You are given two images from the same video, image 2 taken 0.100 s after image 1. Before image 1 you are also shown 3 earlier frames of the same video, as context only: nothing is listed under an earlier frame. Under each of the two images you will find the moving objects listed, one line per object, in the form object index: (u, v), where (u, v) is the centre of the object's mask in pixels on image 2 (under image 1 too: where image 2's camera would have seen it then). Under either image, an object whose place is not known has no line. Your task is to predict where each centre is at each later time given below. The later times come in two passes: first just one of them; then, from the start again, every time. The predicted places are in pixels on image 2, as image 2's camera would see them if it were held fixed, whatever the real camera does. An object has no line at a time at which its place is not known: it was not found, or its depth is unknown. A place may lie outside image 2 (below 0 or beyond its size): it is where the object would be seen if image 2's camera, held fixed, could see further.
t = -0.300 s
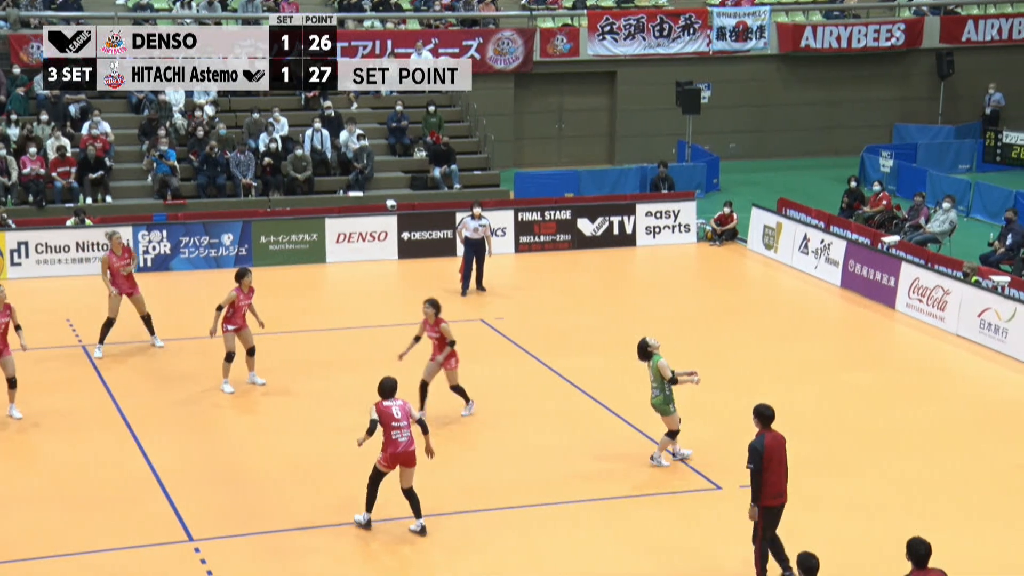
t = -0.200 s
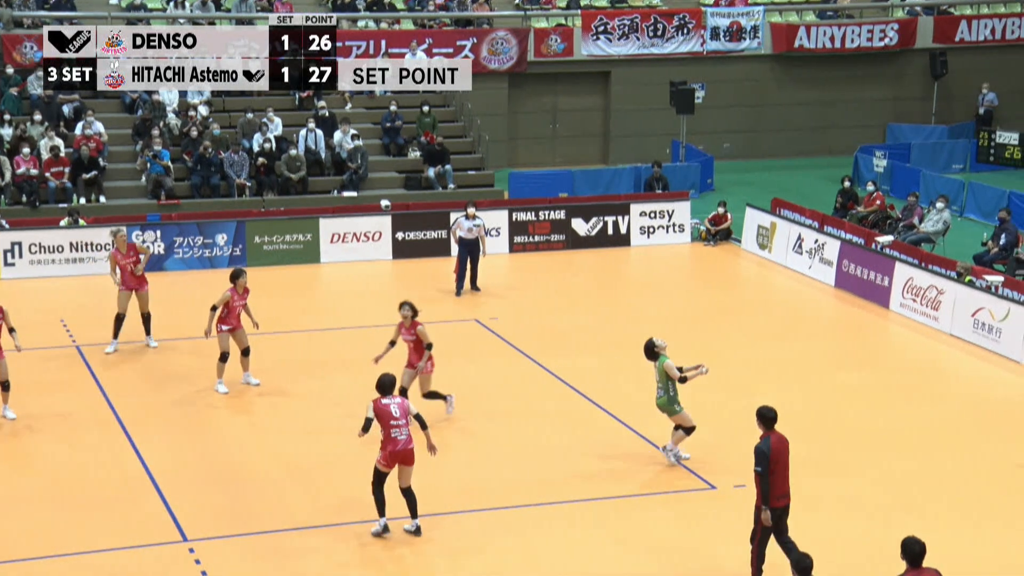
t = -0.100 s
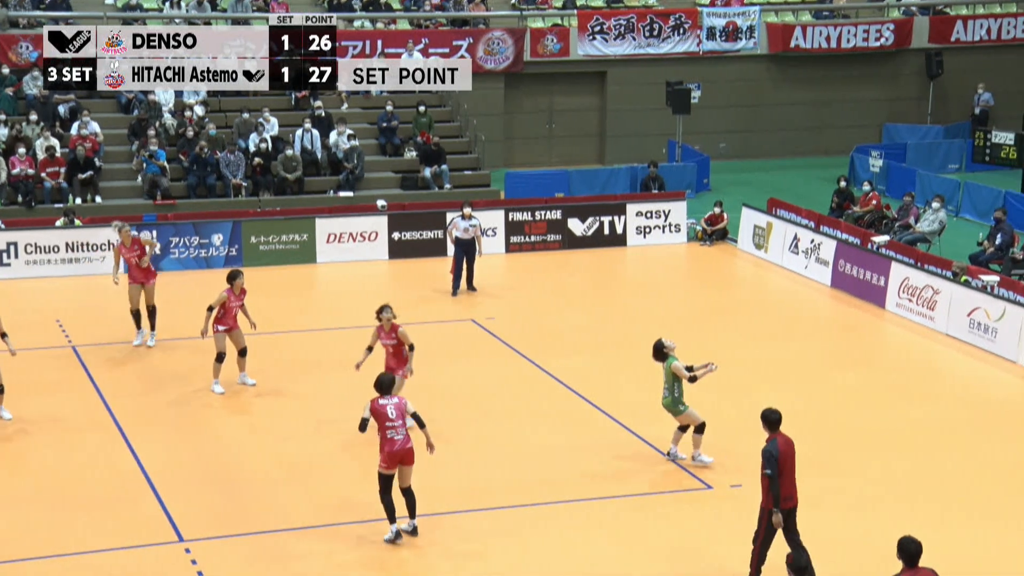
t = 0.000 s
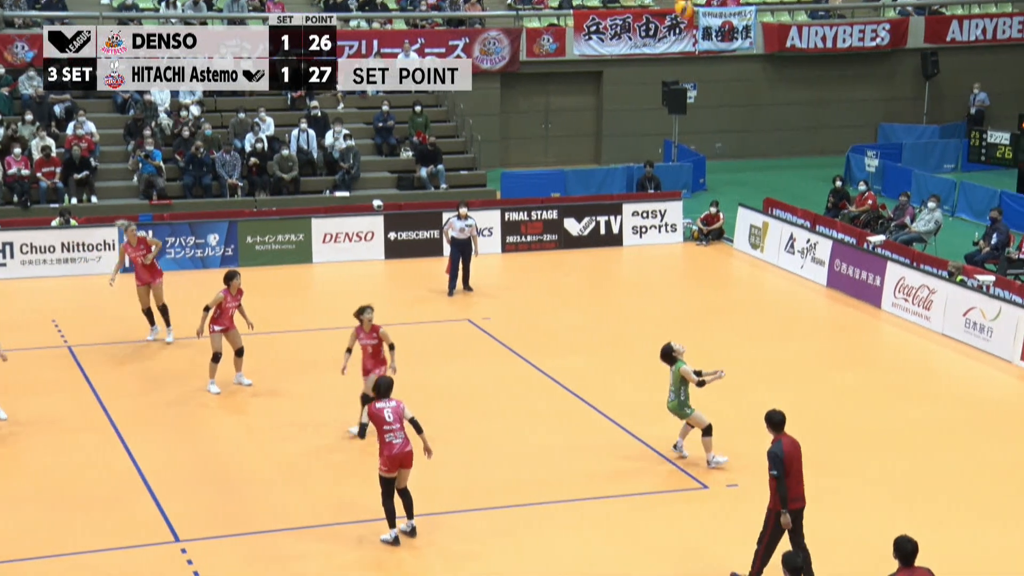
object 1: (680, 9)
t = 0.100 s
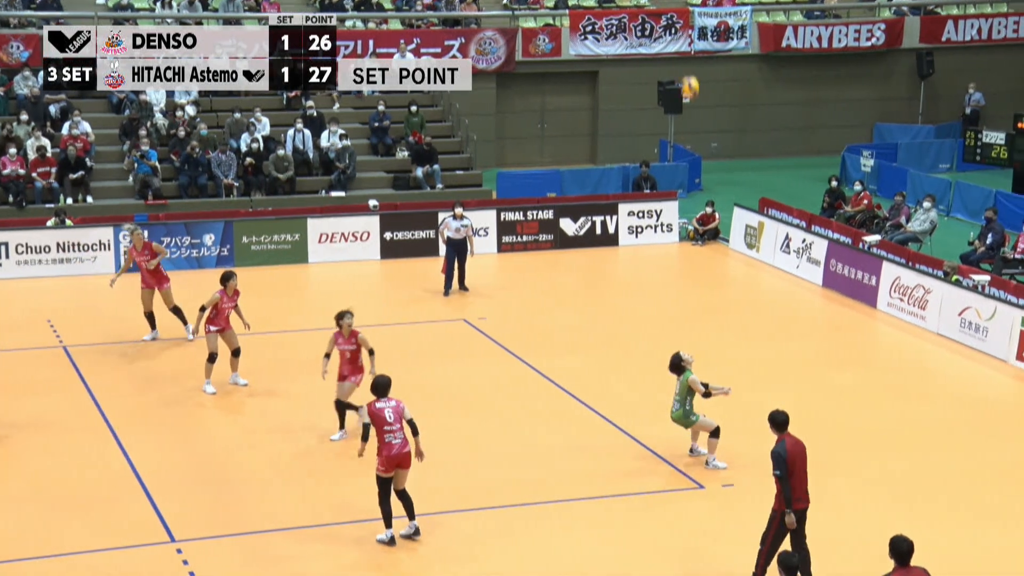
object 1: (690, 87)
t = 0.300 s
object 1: (705, 261)
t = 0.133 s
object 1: (693, 115)
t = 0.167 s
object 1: (695, 143)
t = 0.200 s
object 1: (698, 172)
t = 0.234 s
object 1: (700, 201)
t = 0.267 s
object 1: (701, 232)
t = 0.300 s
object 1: (705, 261)
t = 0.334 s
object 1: (706, 292)
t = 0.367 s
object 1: (706, 323)
